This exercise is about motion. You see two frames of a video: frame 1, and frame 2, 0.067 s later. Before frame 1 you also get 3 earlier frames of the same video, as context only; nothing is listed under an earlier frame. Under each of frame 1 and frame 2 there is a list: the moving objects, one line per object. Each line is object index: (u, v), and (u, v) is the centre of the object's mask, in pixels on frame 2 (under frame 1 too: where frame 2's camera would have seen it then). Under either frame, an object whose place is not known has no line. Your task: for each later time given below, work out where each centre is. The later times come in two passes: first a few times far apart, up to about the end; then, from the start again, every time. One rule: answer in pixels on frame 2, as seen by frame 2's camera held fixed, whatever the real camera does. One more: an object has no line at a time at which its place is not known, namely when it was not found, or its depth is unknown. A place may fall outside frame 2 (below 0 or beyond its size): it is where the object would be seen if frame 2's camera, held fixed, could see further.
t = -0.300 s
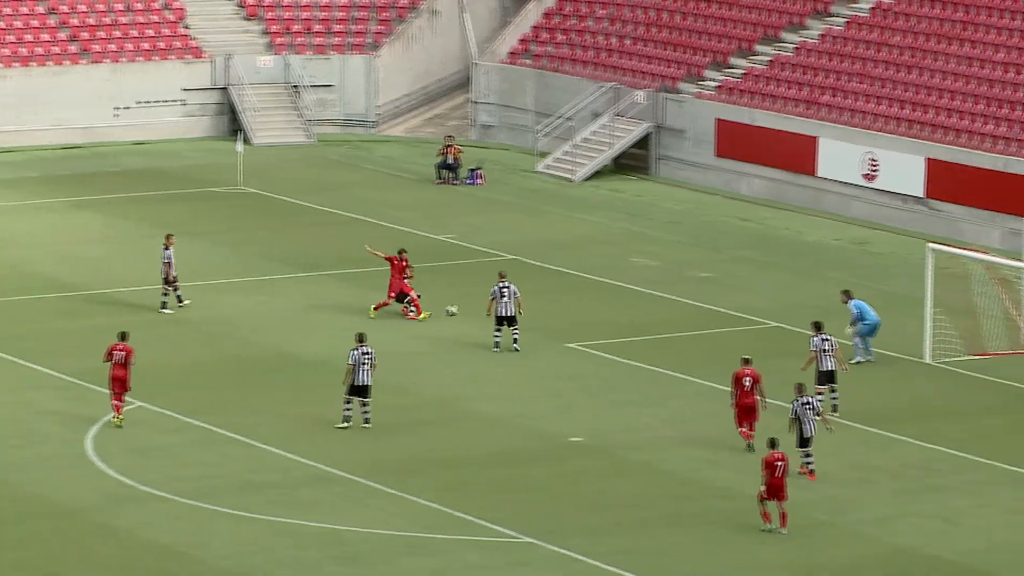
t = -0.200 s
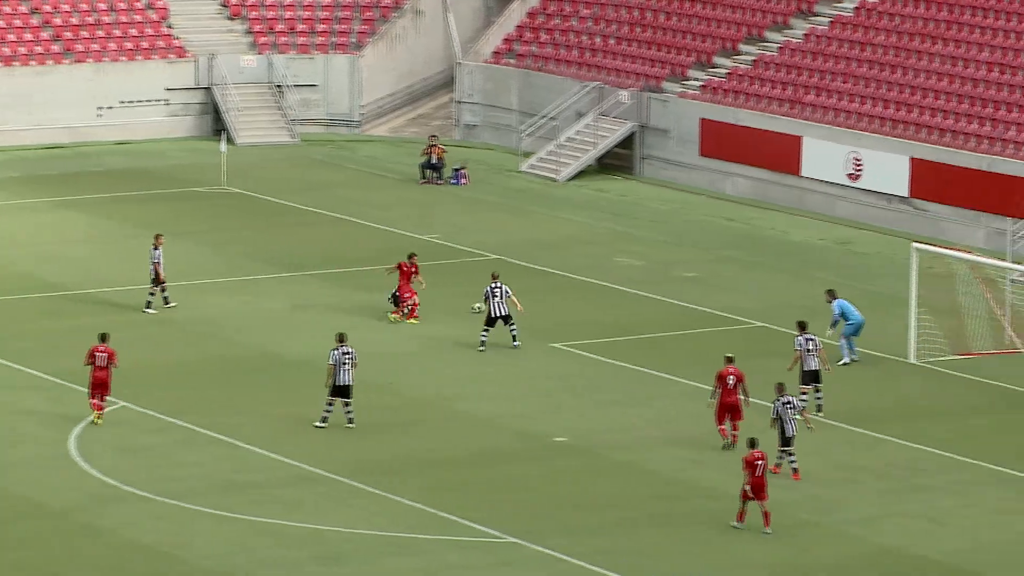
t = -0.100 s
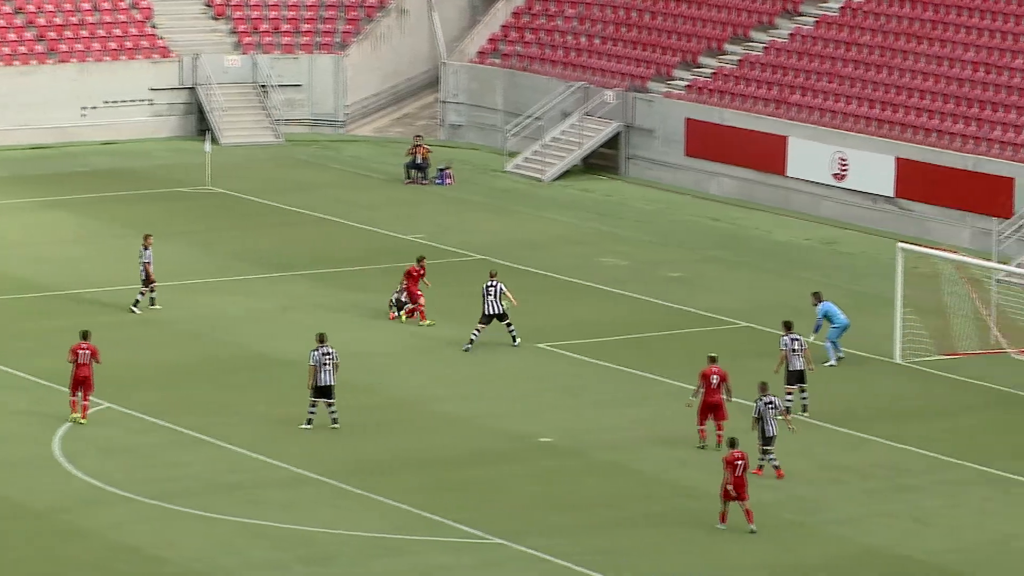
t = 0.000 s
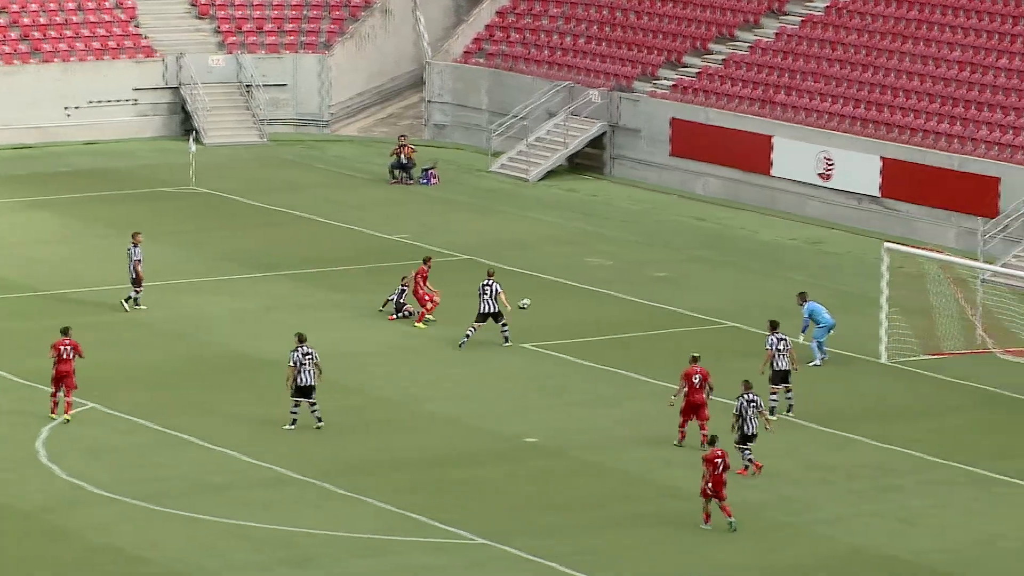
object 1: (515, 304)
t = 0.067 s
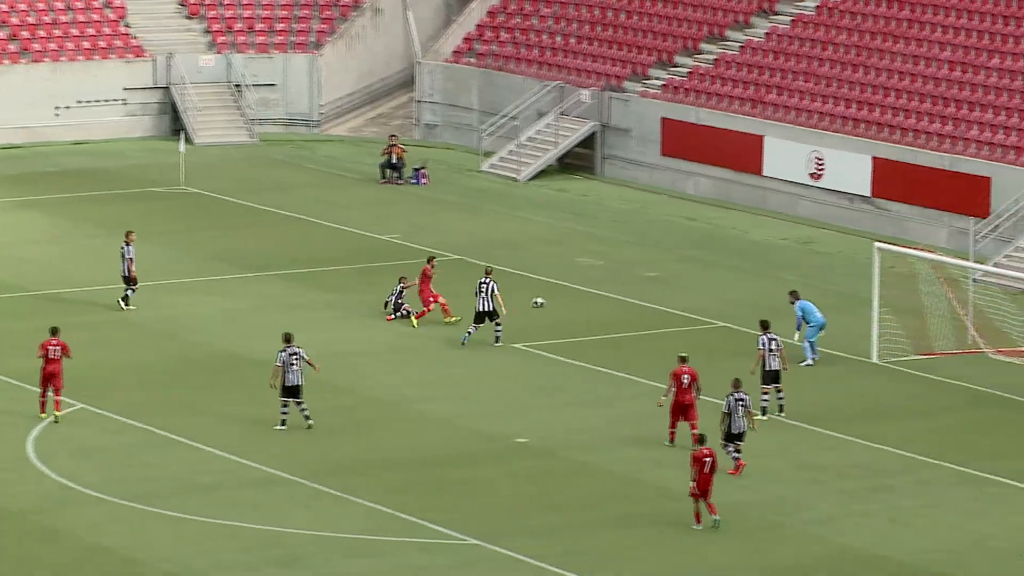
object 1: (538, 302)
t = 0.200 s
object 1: (583, 300)
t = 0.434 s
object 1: (653, 299)
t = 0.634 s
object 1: (703, 298)
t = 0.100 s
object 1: (550, 302)
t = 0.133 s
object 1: (561, 302)
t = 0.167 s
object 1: (572, 301)
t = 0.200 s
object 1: (583, 300)
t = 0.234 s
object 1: (593, 300)
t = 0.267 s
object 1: (604, 300)
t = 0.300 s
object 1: (614, 300)
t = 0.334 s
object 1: (624, 299)
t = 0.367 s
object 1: (634, 299)
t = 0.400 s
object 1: (643, 299)
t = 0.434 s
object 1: (653, 299)
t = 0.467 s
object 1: (662, 299)
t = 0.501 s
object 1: (671, 298)
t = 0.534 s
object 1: (679, 298)
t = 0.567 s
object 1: (687, 297)
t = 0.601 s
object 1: (696, 298)
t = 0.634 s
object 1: (703, 298)
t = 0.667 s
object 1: (711, 297)
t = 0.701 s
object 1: (720, 297)
